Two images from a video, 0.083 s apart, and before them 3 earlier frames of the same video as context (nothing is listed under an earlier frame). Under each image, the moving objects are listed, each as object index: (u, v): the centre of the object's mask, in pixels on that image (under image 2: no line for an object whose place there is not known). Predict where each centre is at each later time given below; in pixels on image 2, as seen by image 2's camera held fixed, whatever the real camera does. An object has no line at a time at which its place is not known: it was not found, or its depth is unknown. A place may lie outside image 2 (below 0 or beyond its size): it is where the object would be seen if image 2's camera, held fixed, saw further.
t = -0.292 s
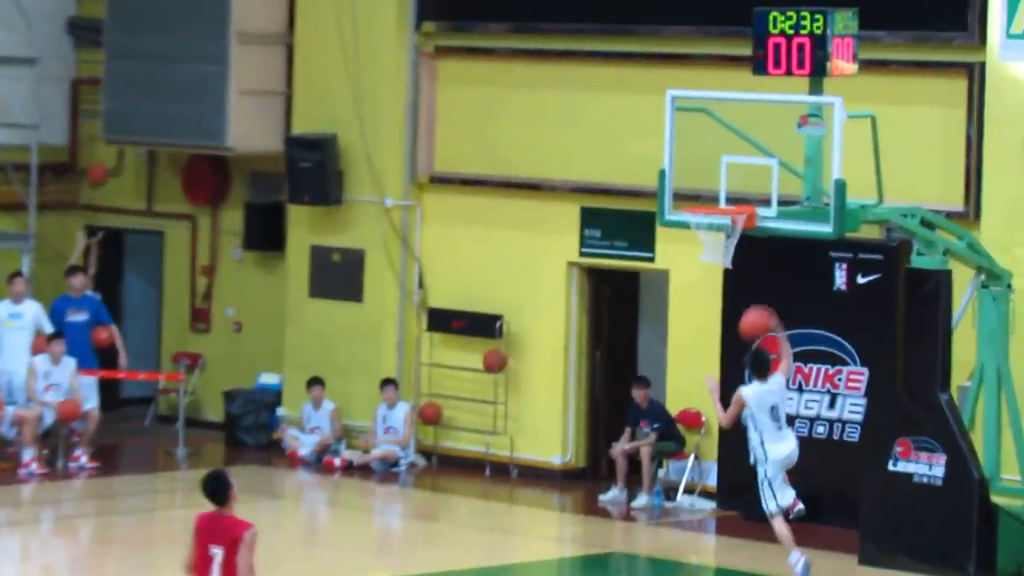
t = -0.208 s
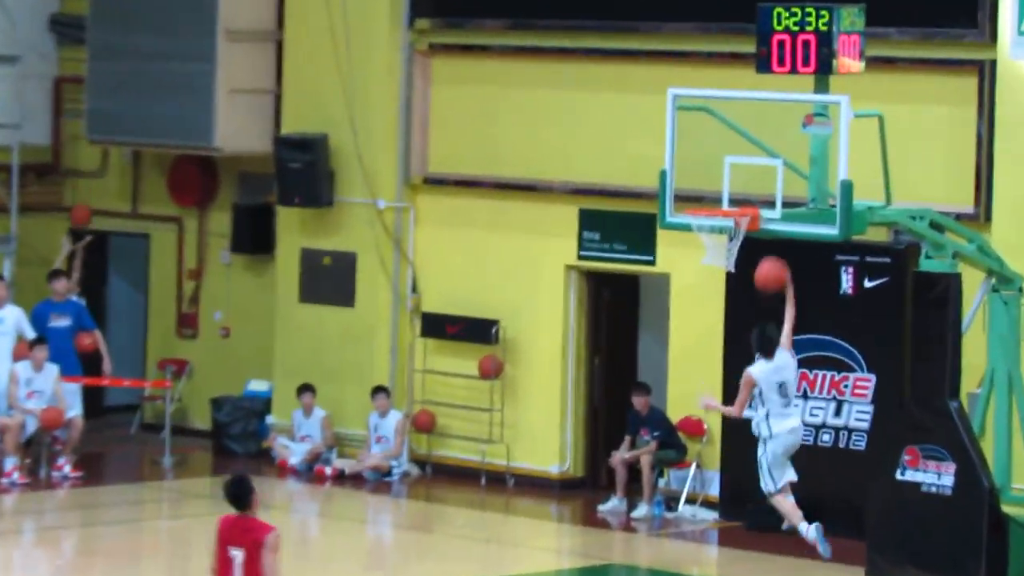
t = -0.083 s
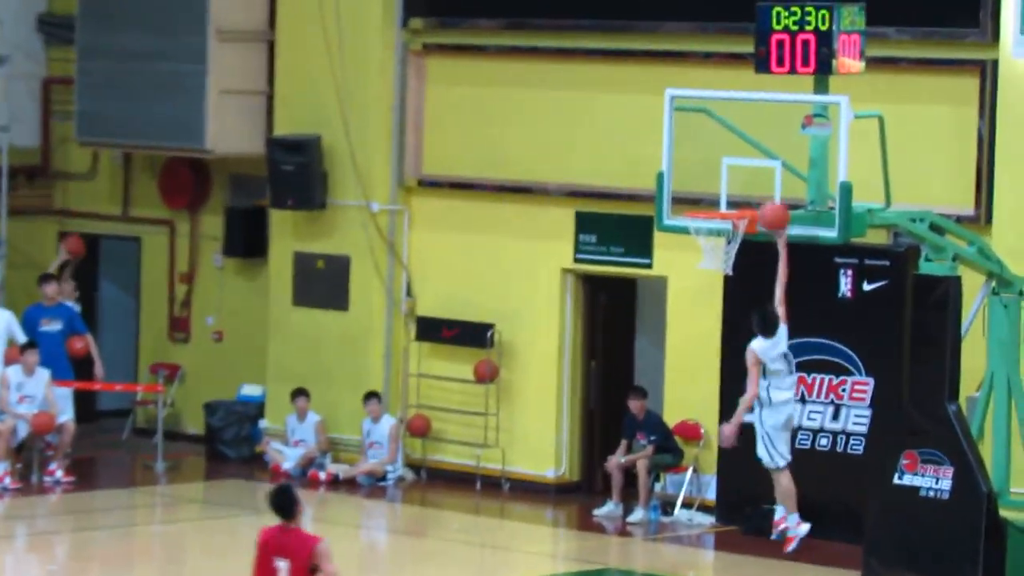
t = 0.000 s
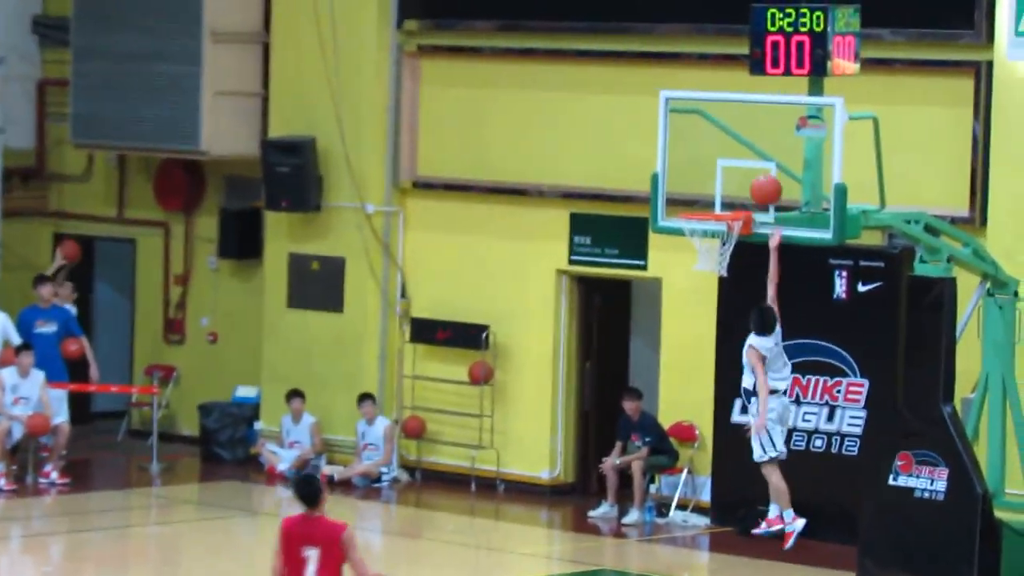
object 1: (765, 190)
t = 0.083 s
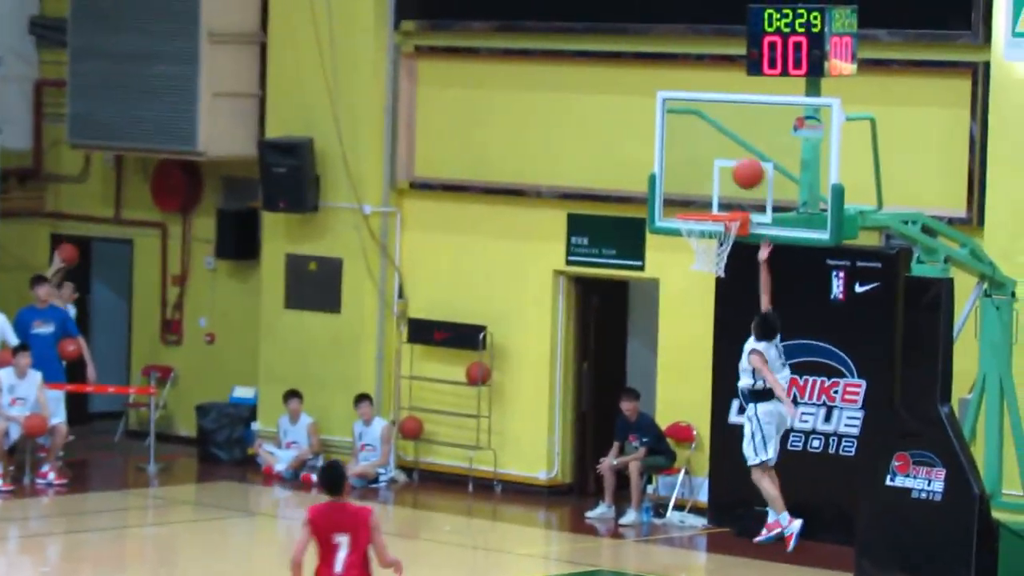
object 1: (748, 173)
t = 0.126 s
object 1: (739, 167)
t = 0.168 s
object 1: (729, 164)
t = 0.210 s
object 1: (720, 163)
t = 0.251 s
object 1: (710, 164)
